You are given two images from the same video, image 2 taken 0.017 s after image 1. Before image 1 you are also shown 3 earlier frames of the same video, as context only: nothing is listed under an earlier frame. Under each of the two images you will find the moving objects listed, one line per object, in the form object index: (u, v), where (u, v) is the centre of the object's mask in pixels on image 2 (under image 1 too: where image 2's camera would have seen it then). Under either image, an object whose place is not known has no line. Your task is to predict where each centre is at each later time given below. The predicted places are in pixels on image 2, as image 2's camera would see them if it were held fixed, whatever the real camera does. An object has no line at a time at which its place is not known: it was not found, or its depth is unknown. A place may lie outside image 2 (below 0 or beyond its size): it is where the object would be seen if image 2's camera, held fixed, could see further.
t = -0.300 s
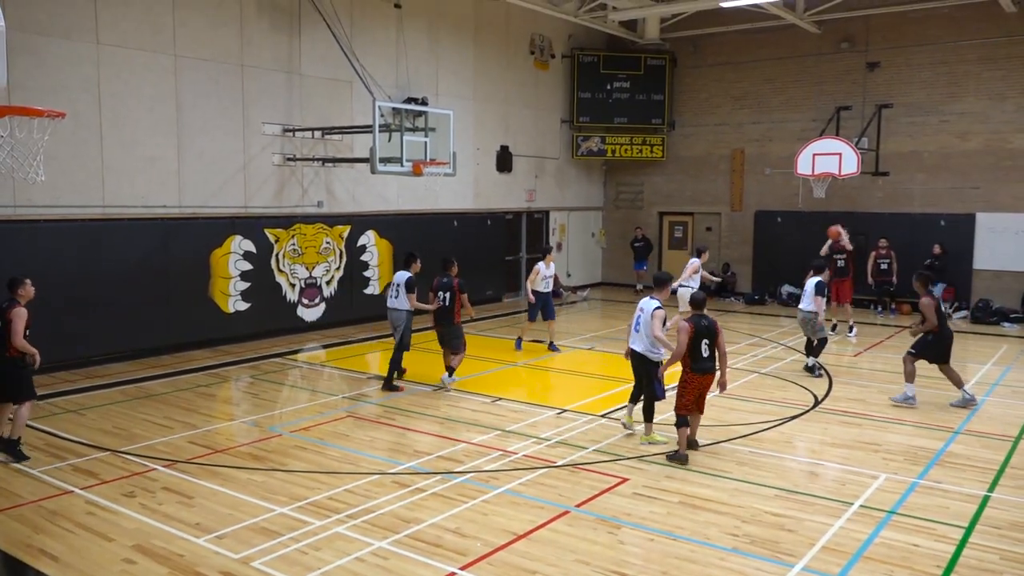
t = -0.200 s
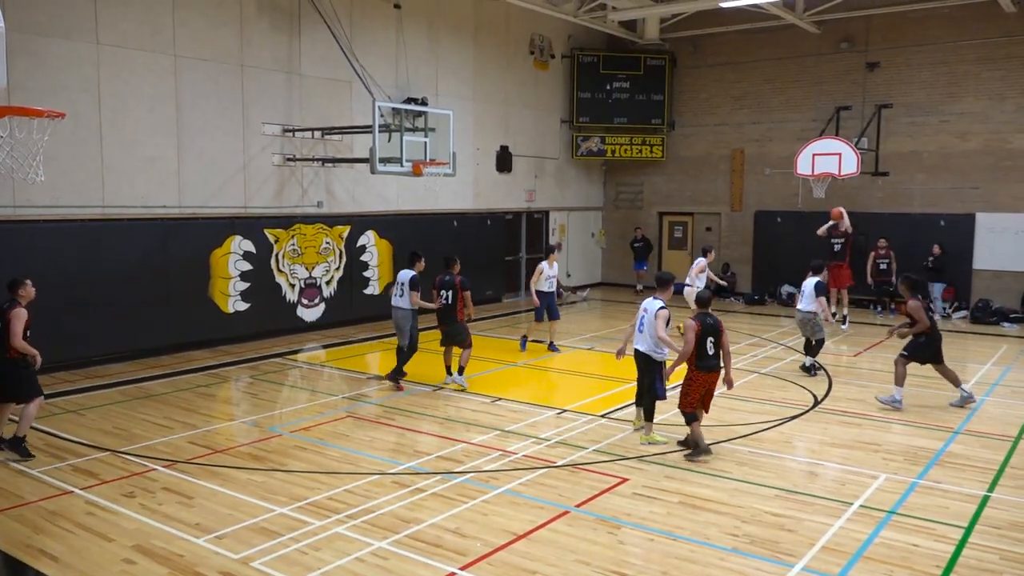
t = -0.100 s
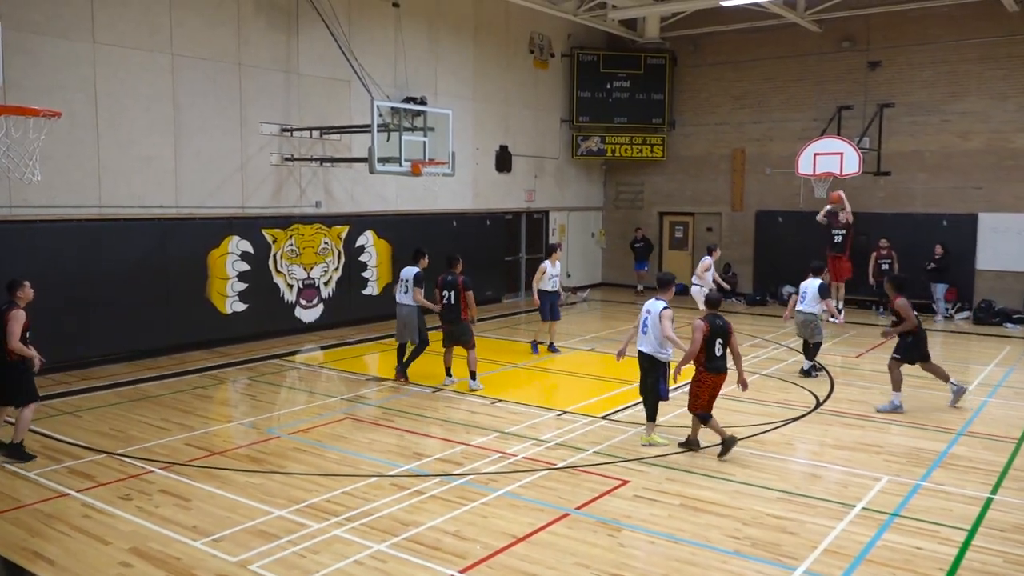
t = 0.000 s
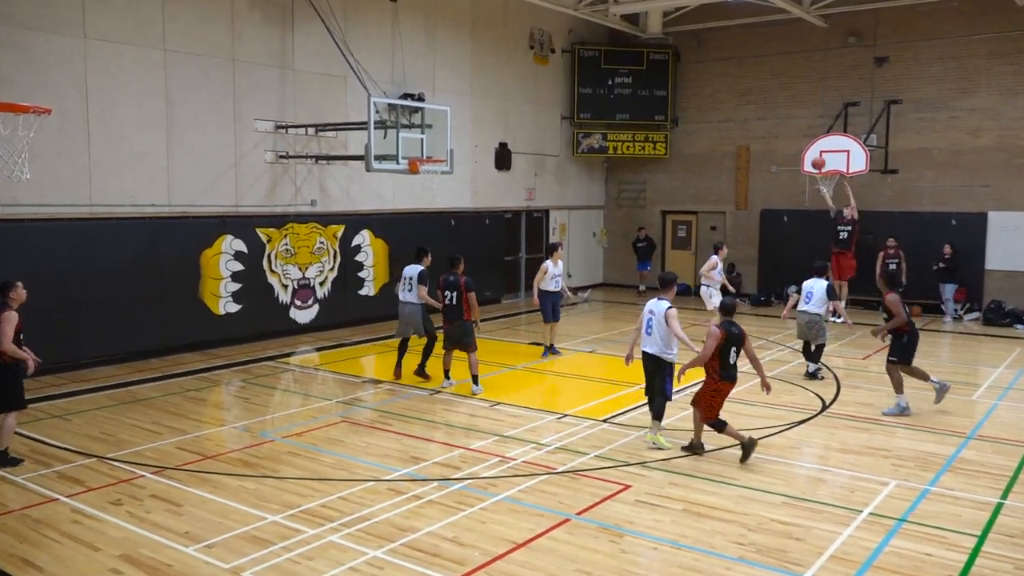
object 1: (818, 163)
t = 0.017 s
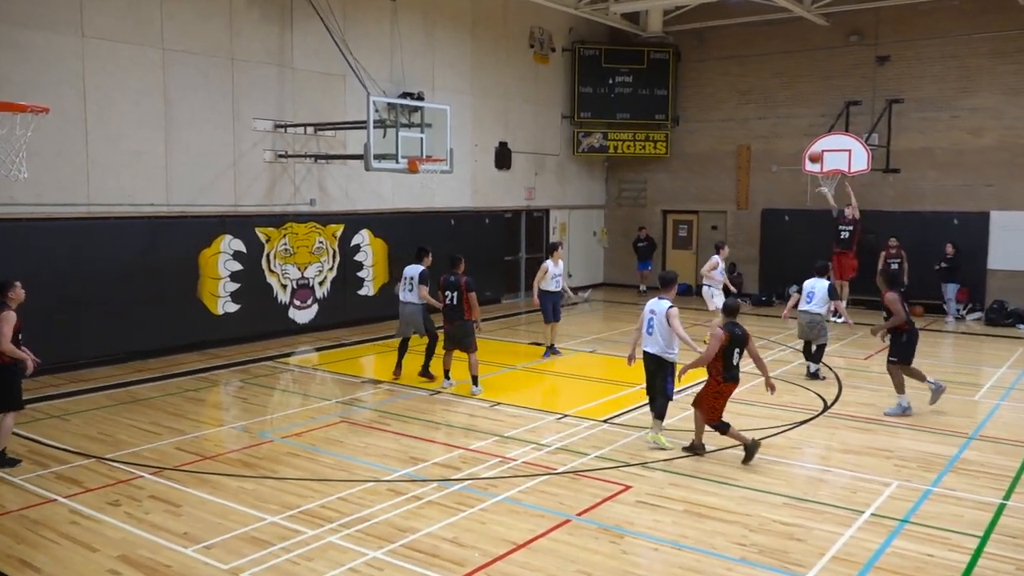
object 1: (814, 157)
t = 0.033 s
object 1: (810, 150)
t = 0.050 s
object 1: (806, 144)
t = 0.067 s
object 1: (801, 138)
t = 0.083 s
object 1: (798, 133)
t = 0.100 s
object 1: (793, 128)
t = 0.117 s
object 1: (788, 122)
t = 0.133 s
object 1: (784, 117)
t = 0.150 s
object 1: (780, 112)
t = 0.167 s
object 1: (775, 106)
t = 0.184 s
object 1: (770, 102)
